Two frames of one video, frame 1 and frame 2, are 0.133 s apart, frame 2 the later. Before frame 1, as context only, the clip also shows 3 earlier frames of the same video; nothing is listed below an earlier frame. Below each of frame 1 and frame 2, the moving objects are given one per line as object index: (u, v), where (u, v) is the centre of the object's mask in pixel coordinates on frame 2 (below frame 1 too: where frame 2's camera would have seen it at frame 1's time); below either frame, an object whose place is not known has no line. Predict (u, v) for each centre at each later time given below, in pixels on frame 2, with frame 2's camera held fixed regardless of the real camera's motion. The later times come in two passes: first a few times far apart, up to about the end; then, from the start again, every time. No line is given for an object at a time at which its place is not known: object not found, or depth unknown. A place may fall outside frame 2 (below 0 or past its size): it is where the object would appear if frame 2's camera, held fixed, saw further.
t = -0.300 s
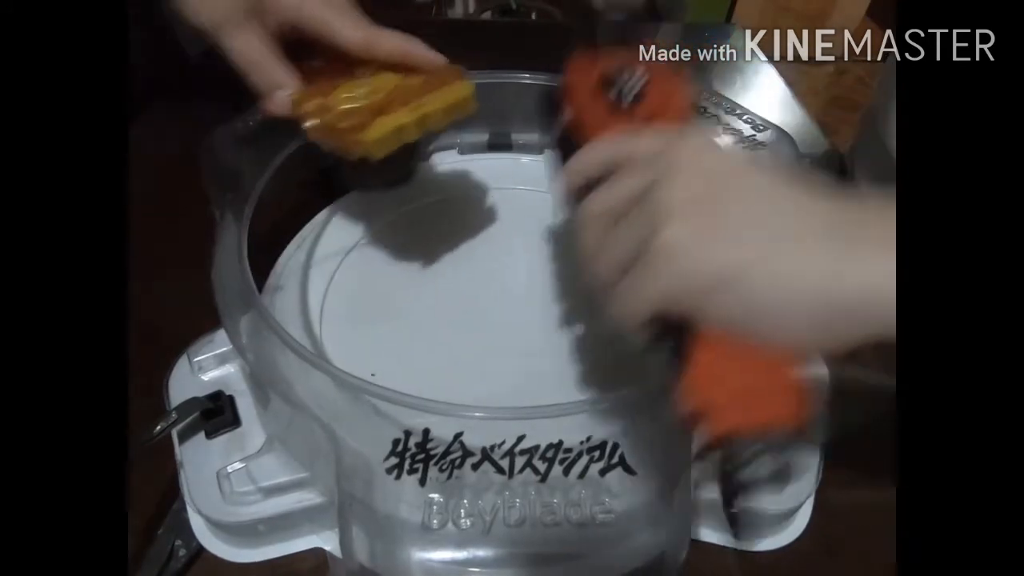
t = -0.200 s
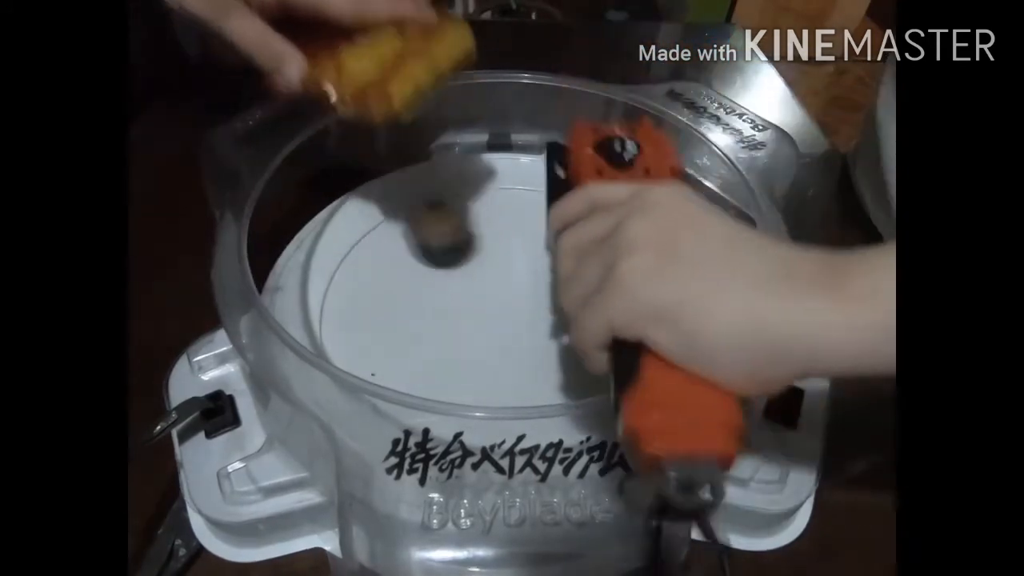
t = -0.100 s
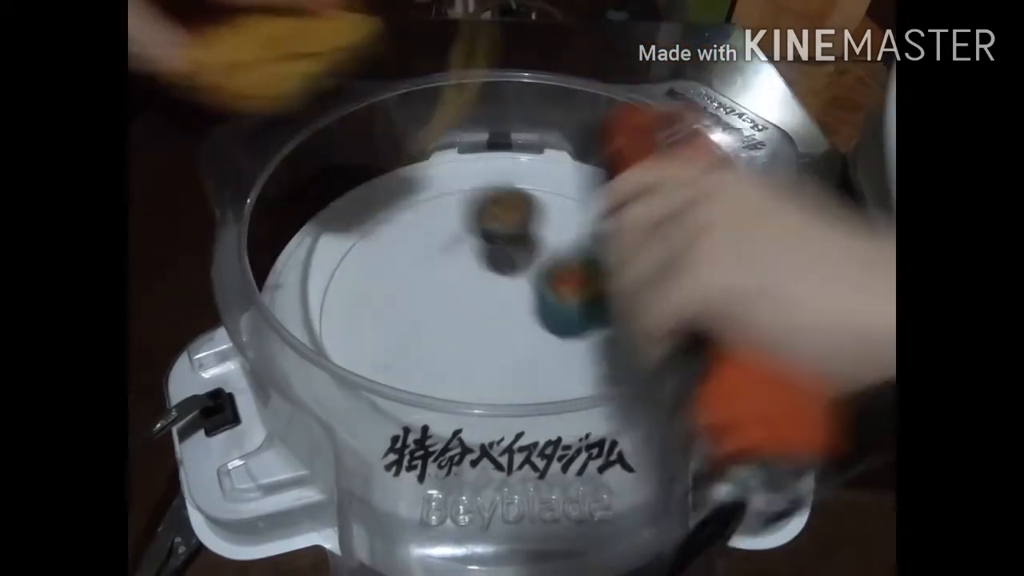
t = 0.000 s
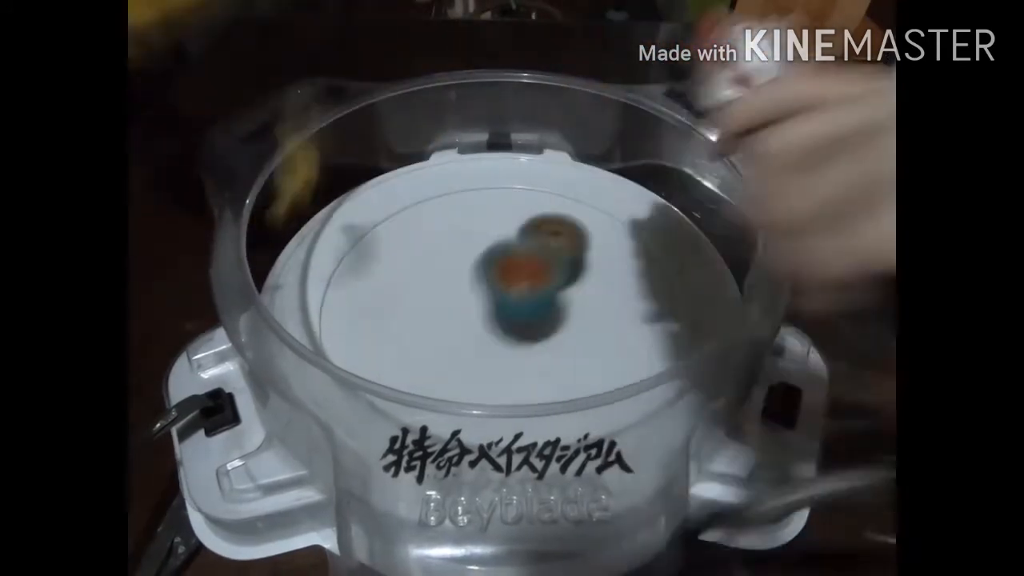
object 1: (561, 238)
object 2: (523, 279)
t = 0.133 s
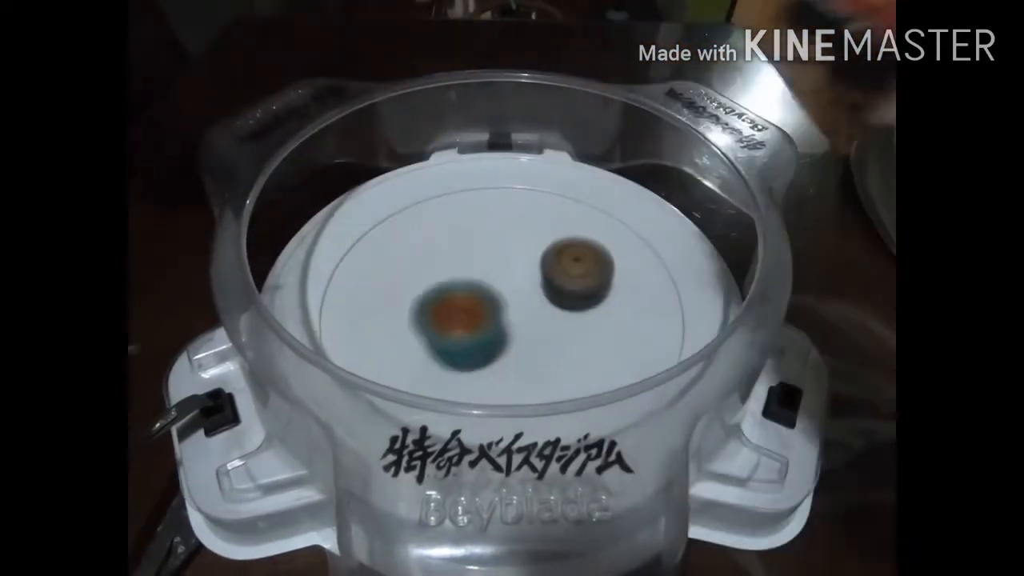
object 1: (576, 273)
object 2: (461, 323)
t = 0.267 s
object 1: (567, 279)
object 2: (426, 338)
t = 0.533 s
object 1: (512, 269)
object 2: (476, 334)
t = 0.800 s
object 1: (485, 276)
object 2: (527, 343)
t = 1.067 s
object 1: (468, 290)
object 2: (543, 315)
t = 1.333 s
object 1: (441, 289)
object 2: (547, 299)
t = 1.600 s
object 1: (419, 313)
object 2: (543, 282)
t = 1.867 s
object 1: (447, 351)
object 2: (532, 286)
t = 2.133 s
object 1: (501, 353)
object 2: (521, 282)
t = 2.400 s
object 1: (549, 335)
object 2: (498, 279)
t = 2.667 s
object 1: (553, 297)
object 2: (471, 283)
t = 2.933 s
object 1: (528, 264)
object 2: (458, 311)
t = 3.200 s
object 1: (478, 256)
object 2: (520, 318)
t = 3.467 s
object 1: (438, 267)
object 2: (537, 301)
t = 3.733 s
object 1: (431, 305)
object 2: (517, 288)
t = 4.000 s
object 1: (448, 341)
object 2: (546, 278)
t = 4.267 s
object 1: (518, 344)
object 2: (516, 267)
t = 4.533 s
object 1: (555, 327)
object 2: (493, 252)
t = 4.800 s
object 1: (549, 304)
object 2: (450, 264)
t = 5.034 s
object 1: (539, 263)
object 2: (465, 310)
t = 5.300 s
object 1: (521, 250)
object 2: (497, 336)
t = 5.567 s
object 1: (468, 268)
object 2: (531, 305)
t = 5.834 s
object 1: (461, 324)
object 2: (528, 276)
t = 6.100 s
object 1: (544, 331)
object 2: (500, 264)
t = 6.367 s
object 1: (560, 276)
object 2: (474, 280)
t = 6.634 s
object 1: (498, 246)
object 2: (479, 308)
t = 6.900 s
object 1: (439, 287)
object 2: (513, 320)
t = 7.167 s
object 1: (461, 340)
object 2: (566, 305)
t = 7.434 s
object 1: (543, 340)
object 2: (564, 270)
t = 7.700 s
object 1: (562, 298)
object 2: (516, 245)
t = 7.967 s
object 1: (542, 273)
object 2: (446, 264)
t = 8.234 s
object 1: (519, 263)
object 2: (420, 309)
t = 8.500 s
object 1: (480, 274)
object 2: (437, 328)
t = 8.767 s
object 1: (494, 266)
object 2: (455, 366)
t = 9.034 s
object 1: (473, 276)
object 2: (530, 335)
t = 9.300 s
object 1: (450, 294)
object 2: (550, 310)
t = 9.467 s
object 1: (457, 315)
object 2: (553, 296)
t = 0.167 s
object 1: (576, 279)
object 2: (448, 332)
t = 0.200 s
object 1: (574, 279)
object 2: (438, 335)
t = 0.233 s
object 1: (570, 280)
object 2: (430, 337)
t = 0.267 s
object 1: (567, 279)
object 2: (426, 338)
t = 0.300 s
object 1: (562, 277)
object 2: (425, 339)
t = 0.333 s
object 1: (556, 275)
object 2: (426, 339)
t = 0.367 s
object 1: (550, 273)
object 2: (431, 339)
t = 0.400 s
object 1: (543, 270)
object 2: (437, 339)
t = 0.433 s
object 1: (536, 268)
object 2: (446, 338)
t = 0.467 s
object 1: (528, 267)
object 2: (455, 337)
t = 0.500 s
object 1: (519, 268)
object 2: (465, 336)
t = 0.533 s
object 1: (512, 269)
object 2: (476, 334)
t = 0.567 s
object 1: (506, 269)
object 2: (487, 331)
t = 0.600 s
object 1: (501, 267)
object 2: (494, 335)
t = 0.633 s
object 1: (499, 267)
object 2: (498, 341)
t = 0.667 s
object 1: (496, 266)
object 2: (503, 344)
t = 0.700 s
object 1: (492, 267)
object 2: (508, 347)
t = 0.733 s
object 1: (490, 270)
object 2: (514, 347)
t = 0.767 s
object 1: (488, 272)
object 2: (521, 346)
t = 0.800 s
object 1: (485, 276)
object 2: (527, 343)
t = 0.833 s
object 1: (481, 280)
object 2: (531, 338)
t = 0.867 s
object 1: (479, 284)
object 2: (534, 332)
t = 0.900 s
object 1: (475, 285)
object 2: (540, 330)
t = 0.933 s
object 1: (472, 285)
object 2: (545, 328)
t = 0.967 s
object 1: (470, 285)
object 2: (548, 325)
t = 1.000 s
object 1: (469, 286)
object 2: (548, 322)
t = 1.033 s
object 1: (469, 288)
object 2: (546, 318)
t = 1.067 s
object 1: (468, 290)
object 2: (543, 315)
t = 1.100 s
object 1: (456, 286)
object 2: (550, 316)
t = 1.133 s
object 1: (447, 283)
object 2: (557, 317)
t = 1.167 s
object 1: (442, 282)
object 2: (563, 317)
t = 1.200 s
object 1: (439, 282)
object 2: (565, 315)
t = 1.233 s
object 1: (439, 283)
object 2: (564, 313)
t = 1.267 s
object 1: (439, 284)
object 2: (561, 308)
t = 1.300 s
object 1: (440, 287)
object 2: (555, 304)
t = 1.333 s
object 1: (441, 289)
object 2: (547, 299)
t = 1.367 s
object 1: (442, 292)
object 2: (537, 294)
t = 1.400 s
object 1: (445, 295)
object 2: (527, 290)
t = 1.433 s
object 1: (433, 298)
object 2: (530, 287)
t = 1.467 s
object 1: (421, 301)
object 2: (536, 284)
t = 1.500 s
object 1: (415, 304)
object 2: (541, 283)
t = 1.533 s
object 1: (413, 308)
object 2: (543, 282)
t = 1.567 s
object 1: (415, 311)
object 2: (544, 282)
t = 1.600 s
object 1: (419, 313)
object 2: (543, 282)
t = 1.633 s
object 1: (425, 317)
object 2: (539, 283)
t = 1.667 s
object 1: (432, 320)
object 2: (535, 284)
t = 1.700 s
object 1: (439, 323)
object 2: (529, 286)
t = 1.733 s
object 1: (446, 326)
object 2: (523, 289)
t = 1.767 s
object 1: (451, 330)
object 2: (519, 291)
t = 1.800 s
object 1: (447, 338)
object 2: (522, 290)
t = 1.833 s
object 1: (446, 346)
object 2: (528, 288)
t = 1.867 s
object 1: (447, 351)
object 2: (532, 286)
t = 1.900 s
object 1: (450, 354)
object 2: (535, 285)
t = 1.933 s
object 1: (455, 357)
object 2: (536, 283)
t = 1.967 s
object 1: (462, 357)
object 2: (537, 282)
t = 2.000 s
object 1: (470, 356)
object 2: (536, 282)
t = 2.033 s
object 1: (477, 356)
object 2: (534, 281)
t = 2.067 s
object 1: (485, 356)
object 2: (531, 282)
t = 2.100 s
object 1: (493, 355)
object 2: (526, 282)
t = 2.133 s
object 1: (501, 353)
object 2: (521, 282)
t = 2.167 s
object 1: (509, 351)
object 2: (517, 282)
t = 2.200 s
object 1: (518, 351)
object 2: (513, 282)
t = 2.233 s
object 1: (525, 351)
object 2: (510, 280)
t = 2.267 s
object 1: (532, 351)
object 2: (507, 277)
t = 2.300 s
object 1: (538, 348)
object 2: (505, 276)
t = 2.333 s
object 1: (542, 345)
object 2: (503, 276)
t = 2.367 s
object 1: (546, 340)
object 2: (501, 277)
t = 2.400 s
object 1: (549, 335)
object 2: (498, 279)
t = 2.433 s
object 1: (552, 331)
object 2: (495, 280)
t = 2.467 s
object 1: (556, 328)
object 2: (490, 279)
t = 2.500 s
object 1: (558, 324)
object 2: (485, 278)
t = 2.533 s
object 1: (559, 320)
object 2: (480, 278)
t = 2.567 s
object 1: (559, 314)
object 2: (477, 279)
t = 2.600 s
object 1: (558, 309)
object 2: (474, 280)
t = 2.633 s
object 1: (555, 303)
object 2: (472, 281)
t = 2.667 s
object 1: (553, 297)
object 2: (471, 283)
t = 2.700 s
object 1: (549, 291)
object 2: (470, 285)
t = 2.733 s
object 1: (547, 286)
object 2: (467, 288)
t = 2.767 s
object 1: (548, 281)
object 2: (459, 290)
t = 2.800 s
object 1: (546, 276)
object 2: (454, 293)
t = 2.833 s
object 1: (543, 272)
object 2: (451, 297)
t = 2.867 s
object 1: (538, 269)
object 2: (450, 302)
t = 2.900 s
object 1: (533, 266)
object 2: (453, 306)
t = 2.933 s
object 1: (528, 264)
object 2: (458, 311)
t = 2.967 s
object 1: (523, 262)
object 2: (465, 315)
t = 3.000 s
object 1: (517, 260)
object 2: (473, 318)
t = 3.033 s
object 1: (512, 258)
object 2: (483, 318)
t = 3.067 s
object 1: (505, 257)
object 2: (493, 318)
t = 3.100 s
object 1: (498, 256)
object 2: (501, 316)
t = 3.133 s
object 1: (490, 255)
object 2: (509, 317)
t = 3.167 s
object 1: (483, 255)
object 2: (516, 318)
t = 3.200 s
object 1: (478, 256)
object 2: (520, 318)
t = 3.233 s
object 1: (473, 254)
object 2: (524, 316)
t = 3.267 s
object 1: (469, 257)
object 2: (527, 313)
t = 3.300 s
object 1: (466, 261)
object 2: (528, 309)
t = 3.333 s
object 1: (462, 265)
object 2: (528, 305)
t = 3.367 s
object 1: (457, 267)
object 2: (527, 301)
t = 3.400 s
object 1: (448, 266)
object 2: (531, 301)
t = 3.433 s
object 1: (442, 266)
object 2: (535, 301)
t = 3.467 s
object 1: (438, 267)
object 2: (537, 301)
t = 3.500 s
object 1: (435, 271)
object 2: (537, 299)
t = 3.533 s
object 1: (432, 274)
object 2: (536, 298)
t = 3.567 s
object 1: (430, 278)
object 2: (533, 296)
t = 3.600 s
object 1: (429, 282)
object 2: (530, 294)
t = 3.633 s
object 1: (429, 286)
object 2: (525, 292)
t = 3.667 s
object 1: (430, 291)
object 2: (520, 291)
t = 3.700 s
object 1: (432, 298)
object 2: (515, 289)
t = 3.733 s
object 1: (431, 305)
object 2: (517, 288)
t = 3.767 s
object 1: (424, 310)
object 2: (526, 288)
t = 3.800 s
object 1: (421, 315)
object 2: (533, 287)
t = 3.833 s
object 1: (422, 320)
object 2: (539, 285)
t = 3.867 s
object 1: (424, 324)
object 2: (544, 284)
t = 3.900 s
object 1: (428, 329)
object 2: (547, 282)
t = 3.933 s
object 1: (434, 334)
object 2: (548, 280)
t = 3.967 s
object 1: (440, 338)
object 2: (548, 279)
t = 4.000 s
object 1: (448, 341)
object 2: (546, 278)
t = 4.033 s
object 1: (458, 343)
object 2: (543, 278)
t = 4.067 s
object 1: (467, 345)
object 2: (537, 277)
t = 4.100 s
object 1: (478, 345)
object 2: (531, 278)
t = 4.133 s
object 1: (489, 344)
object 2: (526, 278)
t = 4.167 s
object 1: (500, 344)
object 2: (521, 277)
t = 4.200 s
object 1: (506, 346)
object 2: (520, 274)
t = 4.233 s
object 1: (512, 346)
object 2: (518, 270)
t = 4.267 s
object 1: (518, 344)
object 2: (516, 267)
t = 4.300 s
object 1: (524, 341)
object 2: (514, 265)
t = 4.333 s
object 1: (530, 338)
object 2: (512, 264)
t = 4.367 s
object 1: (535, 334)
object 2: (510, 263)
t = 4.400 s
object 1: (541, 330)
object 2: (508, 264)
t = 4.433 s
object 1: (545, 324)
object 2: (506, 265)
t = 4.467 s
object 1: (548, 322)
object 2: (503, 263)
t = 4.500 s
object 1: (552, 325)
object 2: (498, 257)
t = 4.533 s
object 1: (555, 327)
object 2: (493, 252)
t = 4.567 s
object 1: (556, 327)
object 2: (488, 248)
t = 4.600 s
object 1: (556, 326)
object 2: (482, 246)
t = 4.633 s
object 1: (555, 323)
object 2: (477, 245)
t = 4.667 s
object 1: (554, 321)
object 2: (471, 246)
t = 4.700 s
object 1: (553, 317)
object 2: (465, 248)
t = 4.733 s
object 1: (551, 313)
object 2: (459, 252)
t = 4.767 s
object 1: (550, 309)
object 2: (454, 258)
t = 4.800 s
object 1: (549, 304)
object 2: (450, 264)
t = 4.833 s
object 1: (548, 298)
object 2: (449, 271)
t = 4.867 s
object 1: (546, 293)
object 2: (450, 278)
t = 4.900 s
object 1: (544, 288)
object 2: (452, 284)
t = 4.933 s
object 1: (540, 282)
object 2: (457, 291)
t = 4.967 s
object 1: (536, 277)
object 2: (463, 296)
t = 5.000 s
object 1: (535, 271)
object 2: (467, 302)
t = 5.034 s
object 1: (539, 263)
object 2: (465, 310)
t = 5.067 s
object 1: (541, 257)
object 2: (464, 317)
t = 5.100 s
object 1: (540, 252)
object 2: (465, 323)
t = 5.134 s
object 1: (538, 251)
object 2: (468, 328)
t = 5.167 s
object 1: (535, 250)
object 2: (472, 331)
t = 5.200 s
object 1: (532, 249)
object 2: (477, 334)
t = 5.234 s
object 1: (529, 249)
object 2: (483, 336)
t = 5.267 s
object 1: (525, 249)
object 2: (490, 336)
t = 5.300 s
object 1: (521, 250)
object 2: (497, 336)
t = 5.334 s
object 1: (516, 252)
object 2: (503, 335)
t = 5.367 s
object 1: (510, 250)
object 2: (510, 333)
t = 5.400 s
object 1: (504, 252)
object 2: (516, 330)
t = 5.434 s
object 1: (497, 256)
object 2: (521, 326)
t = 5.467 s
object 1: (489, 257)
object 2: (525, 321)
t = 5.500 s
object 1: (482, 259)
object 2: (528, 315)
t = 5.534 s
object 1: (475, 263)
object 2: (530, 311)
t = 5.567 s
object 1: (468, 268)
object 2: (531, 305)
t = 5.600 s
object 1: (461, 275)
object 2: (532, 301)
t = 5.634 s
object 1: (456, 281)
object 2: (532, 297)
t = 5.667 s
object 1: (452, 287)
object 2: (533, 293)
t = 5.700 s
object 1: (450, 294)
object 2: (533, 290)
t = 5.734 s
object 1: (450, 302)
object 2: (533, 286)
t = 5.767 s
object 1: (451, 309)
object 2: (531, 282)
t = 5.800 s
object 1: (456, 317)
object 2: (530, 279)
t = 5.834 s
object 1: (461, 324)
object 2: (528, 276)
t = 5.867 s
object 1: (469, 331)
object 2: (525, 273)
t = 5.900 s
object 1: (478, 337)
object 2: (522, 270)
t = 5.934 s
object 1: (489, 340)
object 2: (519, 268)
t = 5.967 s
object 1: (500, 341)
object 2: (516, 266)
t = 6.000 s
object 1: (512, 341)
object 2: (512, 265)
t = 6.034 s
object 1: (523, 339)
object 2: (508, 264)
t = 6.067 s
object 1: (534, 336)
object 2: (504, 264)
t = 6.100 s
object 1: (544, 331)
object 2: (500, 264)
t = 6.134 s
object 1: (553, 326)
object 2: (495, 264)
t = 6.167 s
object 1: (559, 319)
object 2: (491, 265)
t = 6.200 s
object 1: (563, 312)
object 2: (488, 267)
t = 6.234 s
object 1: (567, 304)
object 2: (484, 268)
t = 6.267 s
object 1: (567, 297)
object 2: (481, 271)
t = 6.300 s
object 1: (566, 289)
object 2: (478, 274)
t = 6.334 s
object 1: (564, 282)
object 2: (476, 276)
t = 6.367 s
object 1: (560, 276)
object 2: (474, 280)
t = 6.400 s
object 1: (555, 270)
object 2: (473, 283)
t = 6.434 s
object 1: (550, 264)
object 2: (472, 287)
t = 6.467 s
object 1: (543, 259)
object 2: (472, 291)
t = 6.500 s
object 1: (535, 255)
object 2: (472, 294)
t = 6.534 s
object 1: (526, 251)
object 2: (473, 298)
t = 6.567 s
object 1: (517, 248)
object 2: (474, 302)
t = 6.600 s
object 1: (508, 246)
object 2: (476, 305)
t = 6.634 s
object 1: (498, 246)
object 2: (479, 308)
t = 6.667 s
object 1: (488, 247)
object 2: (482, 311)
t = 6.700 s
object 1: (478, 249)
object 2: (486, 314)
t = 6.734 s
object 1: (469, 252)
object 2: (491, 316)
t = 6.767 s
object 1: (460, 257)
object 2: (495, 318)
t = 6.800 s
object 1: (453, 264)
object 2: (499, 320)
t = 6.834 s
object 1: (446, 271)
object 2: (504, 321)
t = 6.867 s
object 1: (442, 279)
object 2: (509, 321)
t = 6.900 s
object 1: (439, 287)
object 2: (513, 320)
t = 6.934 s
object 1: (439, 296)
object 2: (517, 320)
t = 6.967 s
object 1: (441, 305)
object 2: (522, 319)
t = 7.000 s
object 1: (439, 313)
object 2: (532, 319)
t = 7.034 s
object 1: (440, 320)
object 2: (542, 317)
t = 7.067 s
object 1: (442, 325)
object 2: (550, 315)
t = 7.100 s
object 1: (447, 331)
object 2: (557, 312)
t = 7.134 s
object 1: (453, 336)
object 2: (562, 308)
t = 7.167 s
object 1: (461, 340)
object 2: (566, 305)
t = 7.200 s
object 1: (470, 343)
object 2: (569, 301)
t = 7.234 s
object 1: (481, 346)
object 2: (570, 298)
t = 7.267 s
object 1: (492, 347)
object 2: (570, 294)
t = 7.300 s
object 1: (504, 347)
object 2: (569, 291)
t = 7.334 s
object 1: (517, 345)
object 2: (568, 288)
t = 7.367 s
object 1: (529, 343)
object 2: (566, 283)
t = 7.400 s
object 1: (537, 342)
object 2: (566, 276)
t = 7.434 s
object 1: (543, 340)
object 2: (564, 270)
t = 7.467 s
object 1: (549, 337)
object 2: (560, 264)
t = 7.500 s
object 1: (554, 333)
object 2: (556, 259)
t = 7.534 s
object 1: (559, 328)
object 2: (551, 256)
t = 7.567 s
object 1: (561, 322)
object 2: (545, 253)
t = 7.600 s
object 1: (561, 316)
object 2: (539, 250)
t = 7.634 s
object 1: (562, 310)
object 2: (532, 249)
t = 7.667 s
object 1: (561, 303)
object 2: (525, 247)
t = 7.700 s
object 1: (562, 298)
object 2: (516, 245)
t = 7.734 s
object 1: (561, 293)
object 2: (507, 244)
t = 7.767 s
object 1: (558, 288)
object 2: (499, 246)
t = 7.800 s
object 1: (555, 284)
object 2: (490, 248)
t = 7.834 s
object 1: (554, 281)
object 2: (478, 250)
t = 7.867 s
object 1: (553, 279)
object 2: (467, 252)
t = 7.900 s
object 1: (551, 277)
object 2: (458, 255)
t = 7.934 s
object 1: (547, 275)
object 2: (451, 259)
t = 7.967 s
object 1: (542, 273)
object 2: (446, 264)
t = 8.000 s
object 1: (537, 271)
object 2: (444, 269)
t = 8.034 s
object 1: (531, 269)
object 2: (444, 275)
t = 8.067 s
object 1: (523, 267)
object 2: (445, 280)
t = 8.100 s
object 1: (517, 266)
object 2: (447, 286)
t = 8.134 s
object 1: (518, 265)
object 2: (438, 292)
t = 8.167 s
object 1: (520, 263)
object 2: (430, 298)
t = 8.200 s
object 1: (520, 263)
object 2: (425, 304)
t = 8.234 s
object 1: (519, 263)
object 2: (420, 309)
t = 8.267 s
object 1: (515, 262)
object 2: (418, 314)
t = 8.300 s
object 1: (512, 263)
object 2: (417, 318)
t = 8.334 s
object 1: (507, 263)
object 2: (418, 321)
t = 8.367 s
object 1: (502, 264)
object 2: (420, 324)
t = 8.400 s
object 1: (497, 266)
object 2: (423, 326)
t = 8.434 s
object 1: (491, 269)
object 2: (427, 327)
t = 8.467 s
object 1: (485, 272)
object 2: (432, 328)
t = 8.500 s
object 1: (480, 274)
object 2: (437, 328)
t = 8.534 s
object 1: (477, 275)
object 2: (440, 330)
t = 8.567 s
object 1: (479, 273)
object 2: (435, 341)
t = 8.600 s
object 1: (484, 269)
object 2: (432, 350)
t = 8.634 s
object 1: (489, 266)
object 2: (431, 357)
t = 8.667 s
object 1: (492, 266)
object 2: (434, 361)
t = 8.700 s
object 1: (493, 266)
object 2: (437, 364)
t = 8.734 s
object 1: (494, 266)
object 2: (445, 366)
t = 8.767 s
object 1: (494, 266)
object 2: (455, 366)
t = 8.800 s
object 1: (492, 264)
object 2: (467, 365)
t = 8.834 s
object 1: (491, 266)
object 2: (478, 363)
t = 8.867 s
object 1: (488, 268)
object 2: (490, 359)
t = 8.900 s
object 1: (486, 273)
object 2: (501, 352)
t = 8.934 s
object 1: (483, 277)
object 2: (508, 343)
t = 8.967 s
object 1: (479, 279)
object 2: (515, 336)
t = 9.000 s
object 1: (476, 277)
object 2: (523, 336)
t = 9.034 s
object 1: (473, 276)
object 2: (530, 335)
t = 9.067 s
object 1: (470, 275)
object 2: (535, 333)
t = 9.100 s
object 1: (469, 276)
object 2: (539, 330)
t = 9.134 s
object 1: (467, 279)
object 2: (541, 326)
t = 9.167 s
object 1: (465, 282)
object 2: (540, 321)
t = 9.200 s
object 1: (464, 286)
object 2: (539, 316)
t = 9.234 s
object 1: (462, 290)
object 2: (538, 312)
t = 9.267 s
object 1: (455, 291)
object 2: (545, 311)
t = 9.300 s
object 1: (450, 294)
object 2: (550, 310)
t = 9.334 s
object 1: (448, 297)
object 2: (553, 307)
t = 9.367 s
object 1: (447, 301)
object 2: (555, 305)
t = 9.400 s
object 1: (448, 305)
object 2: (555, 302)
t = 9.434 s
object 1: (452, 310)
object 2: (555, 299)
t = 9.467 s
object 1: (457, 315)
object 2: (553, 296)
